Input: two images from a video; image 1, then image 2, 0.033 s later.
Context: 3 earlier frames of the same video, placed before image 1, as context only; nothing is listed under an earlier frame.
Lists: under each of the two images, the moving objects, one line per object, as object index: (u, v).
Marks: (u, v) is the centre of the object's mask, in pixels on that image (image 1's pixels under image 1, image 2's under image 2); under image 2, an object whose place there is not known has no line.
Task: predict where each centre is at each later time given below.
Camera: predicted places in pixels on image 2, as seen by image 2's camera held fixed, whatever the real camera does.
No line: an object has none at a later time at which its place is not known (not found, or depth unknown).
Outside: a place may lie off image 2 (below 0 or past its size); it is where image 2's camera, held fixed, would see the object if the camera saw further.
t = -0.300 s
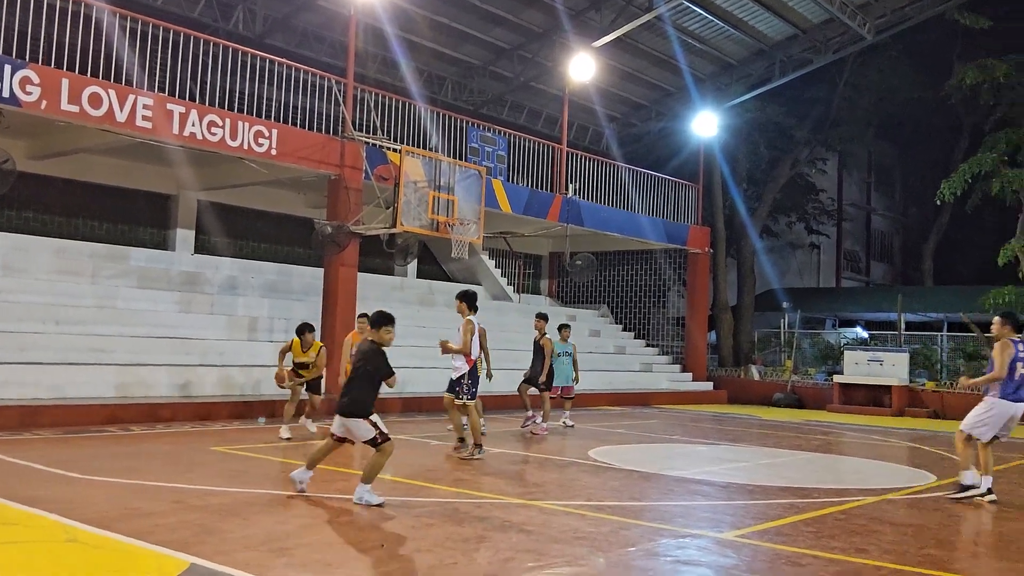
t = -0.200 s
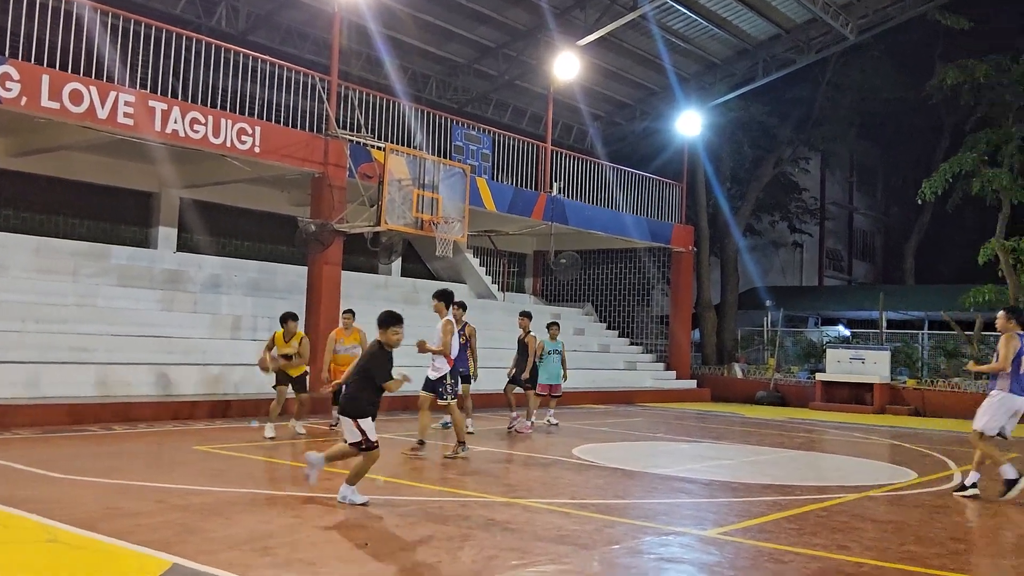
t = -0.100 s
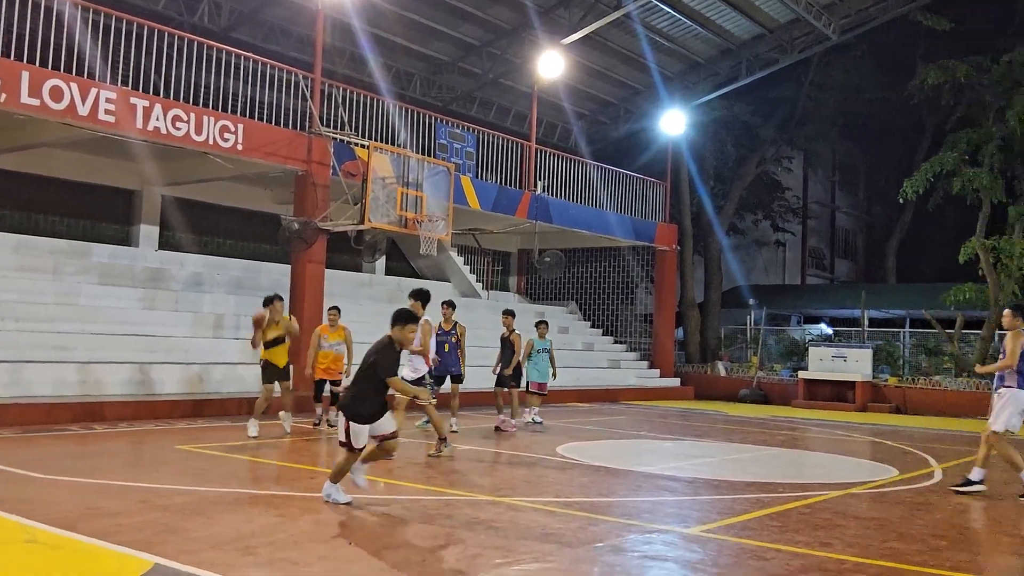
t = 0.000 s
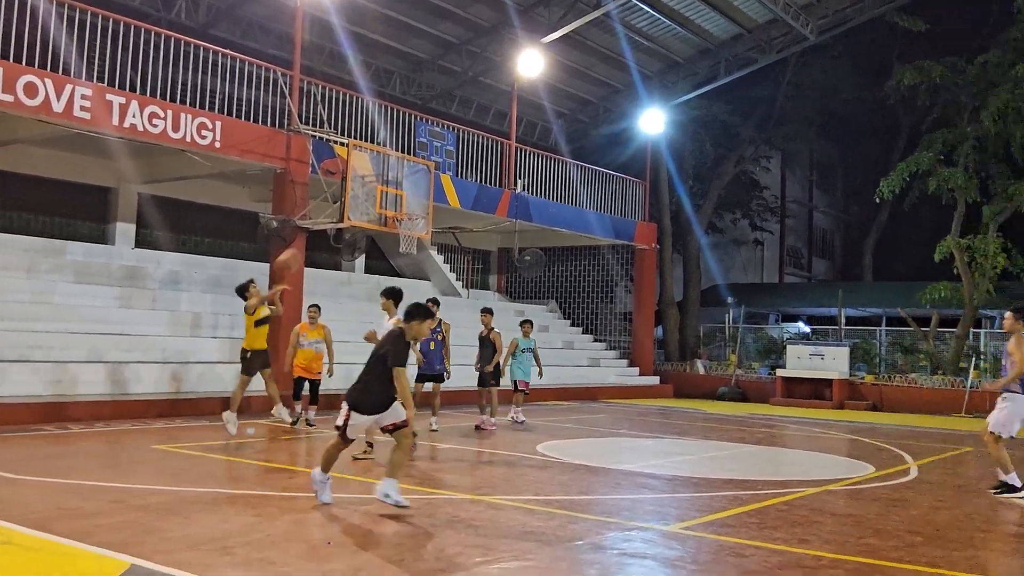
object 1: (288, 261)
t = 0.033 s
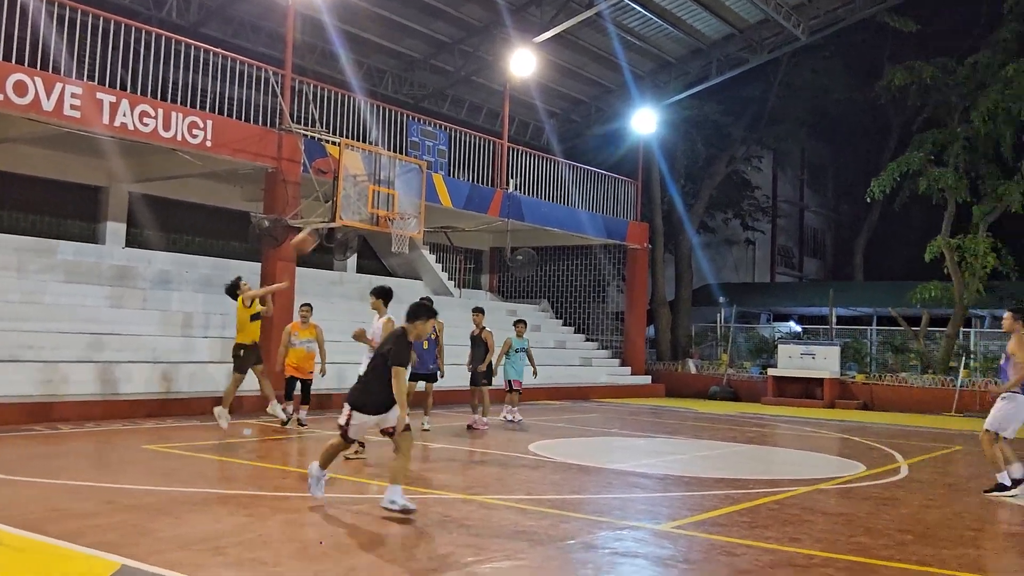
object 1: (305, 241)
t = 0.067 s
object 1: (329, 223)
